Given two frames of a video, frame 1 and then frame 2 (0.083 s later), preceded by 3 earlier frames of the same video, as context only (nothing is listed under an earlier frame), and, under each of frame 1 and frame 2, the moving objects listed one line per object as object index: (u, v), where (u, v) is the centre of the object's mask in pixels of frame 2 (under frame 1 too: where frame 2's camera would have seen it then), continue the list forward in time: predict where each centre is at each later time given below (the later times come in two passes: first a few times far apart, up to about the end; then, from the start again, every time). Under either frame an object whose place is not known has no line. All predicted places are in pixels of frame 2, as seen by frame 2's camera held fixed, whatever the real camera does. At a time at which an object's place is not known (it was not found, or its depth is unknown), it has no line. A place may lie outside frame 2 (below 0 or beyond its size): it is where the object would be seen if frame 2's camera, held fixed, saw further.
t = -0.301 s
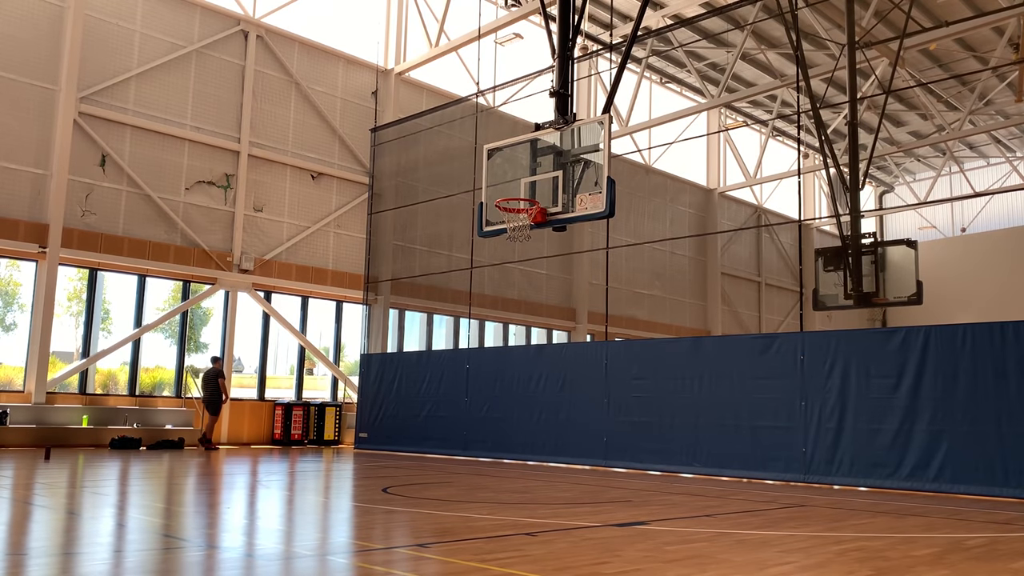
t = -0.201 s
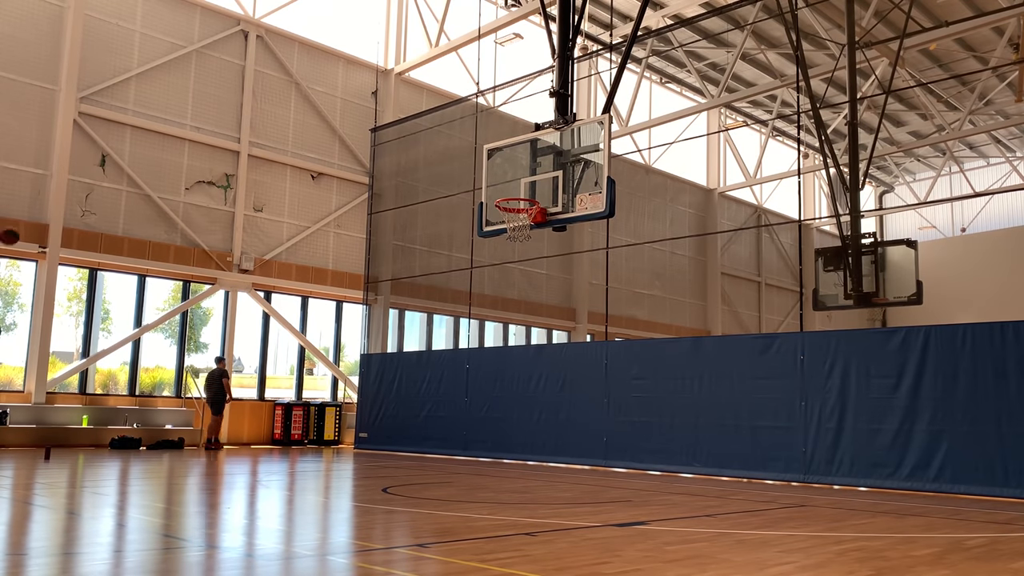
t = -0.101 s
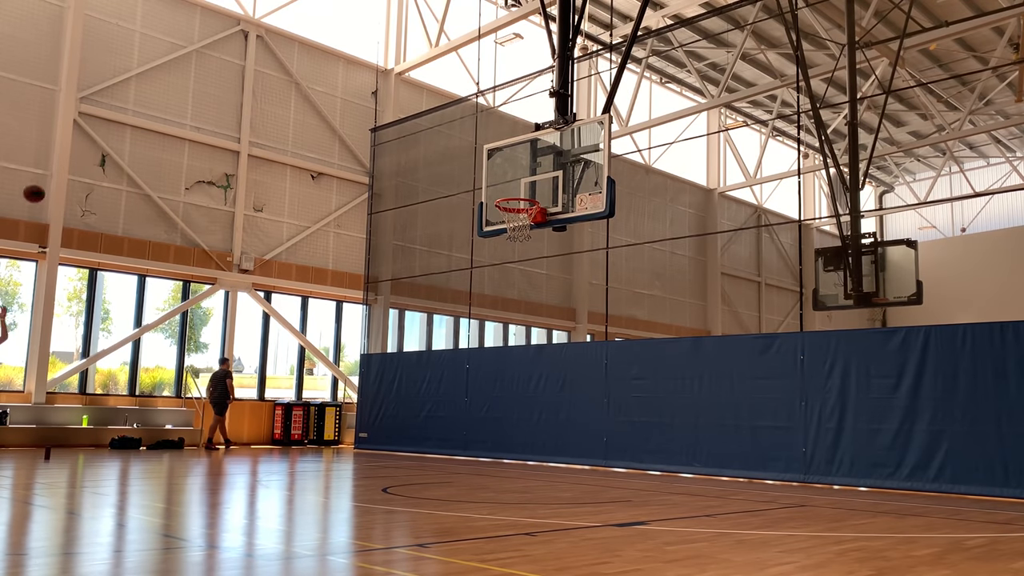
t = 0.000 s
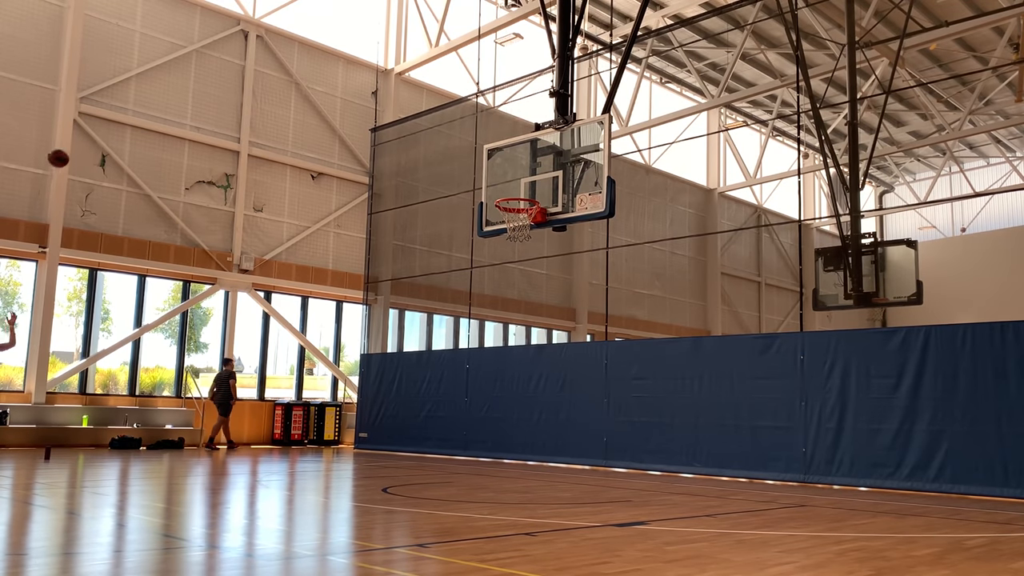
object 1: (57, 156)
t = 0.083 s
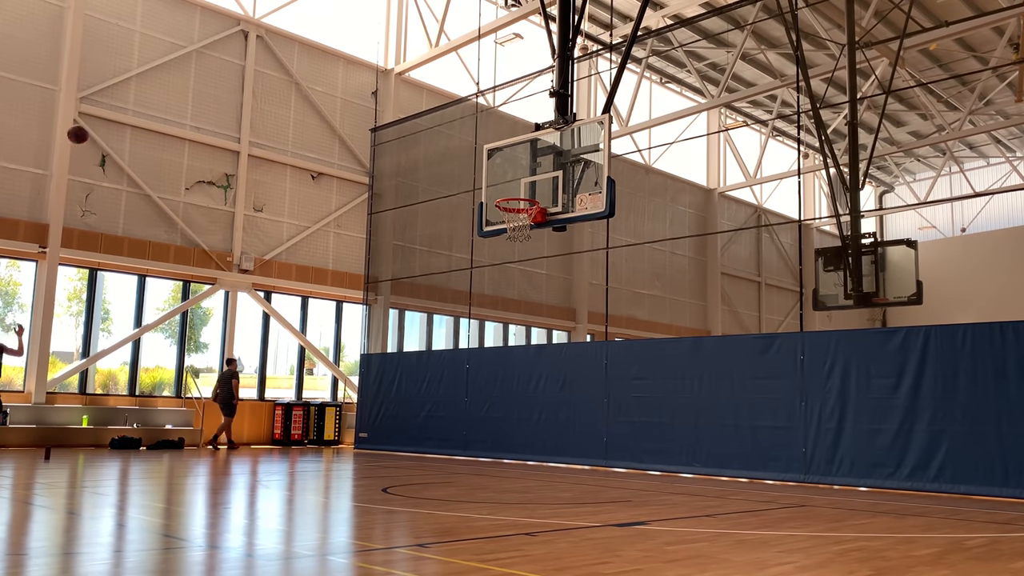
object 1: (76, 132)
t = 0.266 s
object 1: (118, 98)
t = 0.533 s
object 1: (176, 92)
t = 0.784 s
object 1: (229, 139)
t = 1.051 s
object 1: (286, 248)
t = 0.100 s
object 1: (80, 128)
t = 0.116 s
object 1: (84, 124)
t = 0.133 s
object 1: (87, 120)
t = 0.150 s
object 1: (92, 117)
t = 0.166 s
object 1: (95, 114)
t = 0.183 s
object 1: (99, 111)
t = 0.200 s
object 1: (103, 108)
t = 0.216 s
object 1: (107, 105)
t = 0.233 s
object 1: (110, 103)
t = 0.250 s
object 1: (114, 100)
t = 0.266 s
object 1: (118, 98)
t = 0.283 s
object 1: (122, 97)
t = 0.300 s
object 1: (125, 94)
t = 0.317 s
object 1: (129, 93)
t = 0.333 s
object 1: (132, 91)
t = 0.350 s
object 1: (136, 91)
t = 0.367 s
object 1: (140, 89)
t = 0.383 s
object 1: (143, 89)
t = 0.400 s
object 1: (147, 88)
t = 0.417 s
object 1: (151, 88)
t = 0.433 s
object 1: (154, 88)
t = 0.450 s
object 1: (158, 88)
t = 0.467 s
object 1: (162, 88)
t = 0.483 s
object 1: (165, 89)
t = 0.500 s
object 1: (168, 90)
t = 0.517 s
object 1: (172, 91)
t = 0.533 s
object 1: (176, 92)
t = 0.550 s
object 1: (179, 94)
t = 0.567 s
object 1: (183, 95)
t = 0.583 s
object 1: (186, 98)
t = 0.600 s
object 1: (190, 99)
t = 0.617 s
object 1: (193, 102)
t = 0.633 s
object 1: (197, 104)
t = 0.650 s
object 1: (201, 109)
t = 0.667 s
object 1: (205, 112)
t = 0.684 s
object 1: (208, 114)
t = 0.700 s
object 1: (212, 118)
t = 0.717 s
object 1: (215, 122)
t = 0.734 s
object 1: (219, 126)
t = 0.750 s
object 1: (222, 130)
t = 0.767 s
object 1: (226, 135)
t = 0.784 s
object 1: (229, 139)
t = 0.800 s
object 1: (233, 144)
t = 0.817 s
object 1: (236, 149)
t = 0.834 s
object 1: (239, 153)
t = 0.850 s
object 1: (243, 160)
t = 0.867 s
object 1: (247, 166)
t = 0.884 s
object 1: (251, 172)
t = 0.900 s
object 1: (254, 179)
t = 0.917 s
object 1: (258, 186)
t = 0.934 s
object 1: (261, 192)
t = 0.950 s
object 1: (265, 199)
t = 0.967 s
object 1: (268, 207)
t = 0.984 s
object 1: (272, 215)
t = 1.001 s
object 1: (276, 223)
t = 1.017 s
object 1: (279, 231)
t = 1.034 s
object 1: (283, 239)
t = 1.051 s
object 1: (286, 248)
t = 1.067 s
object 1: (290, 257)
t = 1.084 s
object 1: (294, 266)
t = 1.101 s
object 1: (297, 276)
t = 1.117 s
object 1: (301, 286)
